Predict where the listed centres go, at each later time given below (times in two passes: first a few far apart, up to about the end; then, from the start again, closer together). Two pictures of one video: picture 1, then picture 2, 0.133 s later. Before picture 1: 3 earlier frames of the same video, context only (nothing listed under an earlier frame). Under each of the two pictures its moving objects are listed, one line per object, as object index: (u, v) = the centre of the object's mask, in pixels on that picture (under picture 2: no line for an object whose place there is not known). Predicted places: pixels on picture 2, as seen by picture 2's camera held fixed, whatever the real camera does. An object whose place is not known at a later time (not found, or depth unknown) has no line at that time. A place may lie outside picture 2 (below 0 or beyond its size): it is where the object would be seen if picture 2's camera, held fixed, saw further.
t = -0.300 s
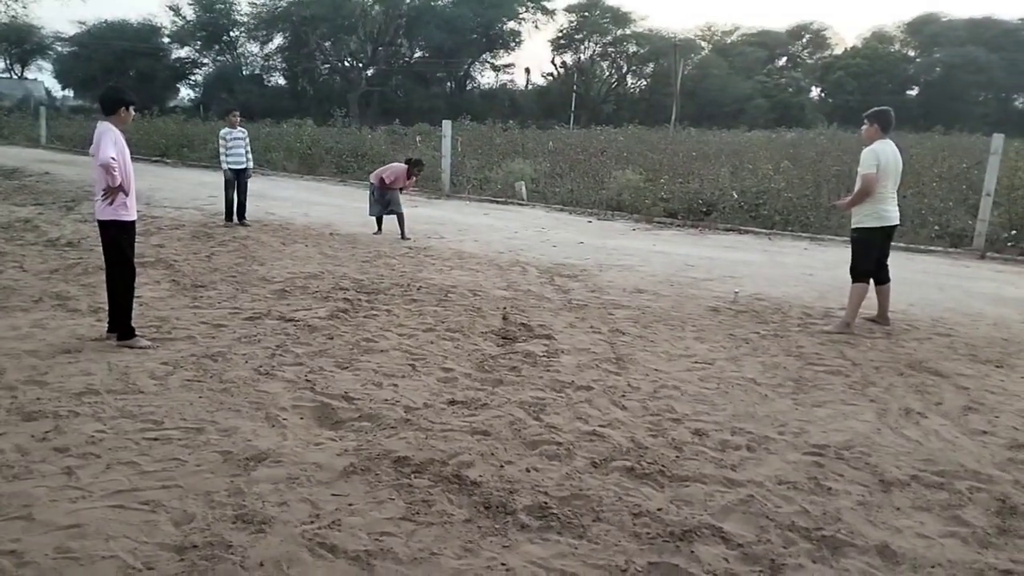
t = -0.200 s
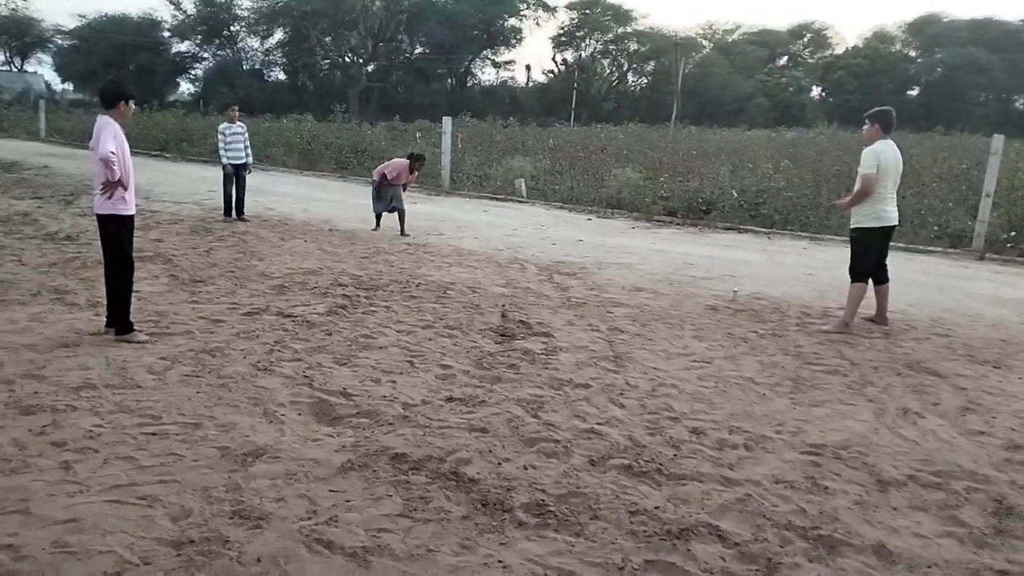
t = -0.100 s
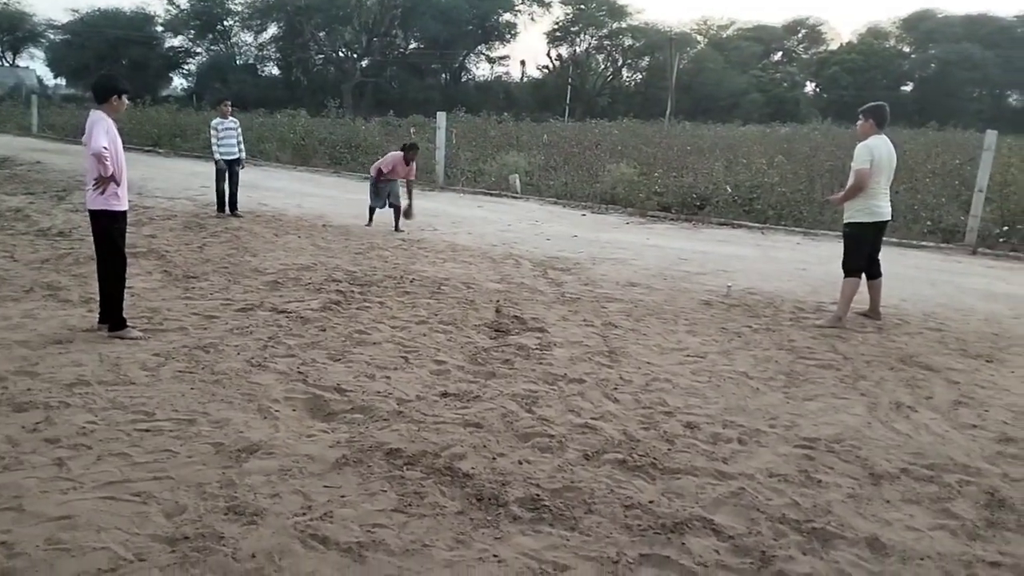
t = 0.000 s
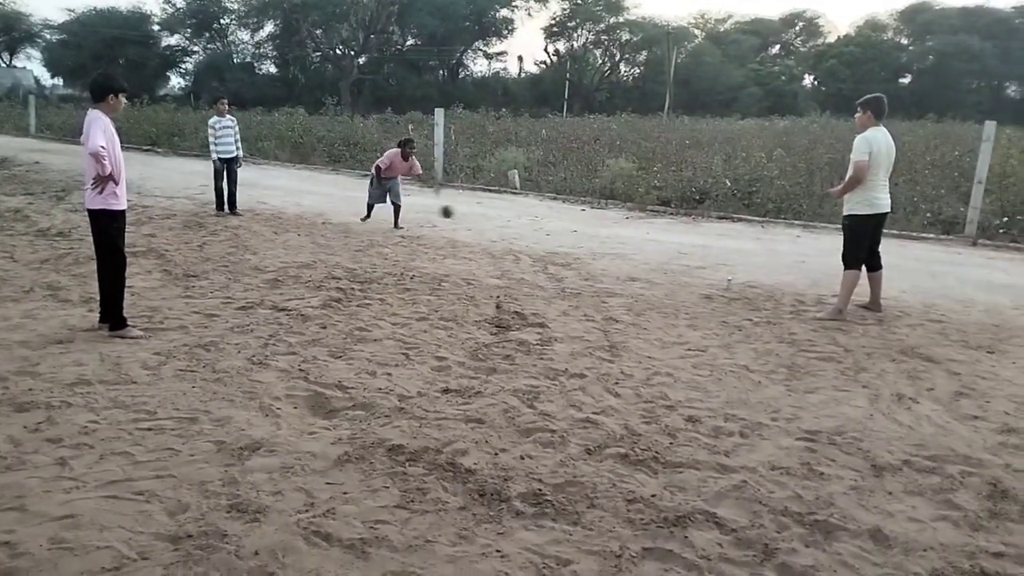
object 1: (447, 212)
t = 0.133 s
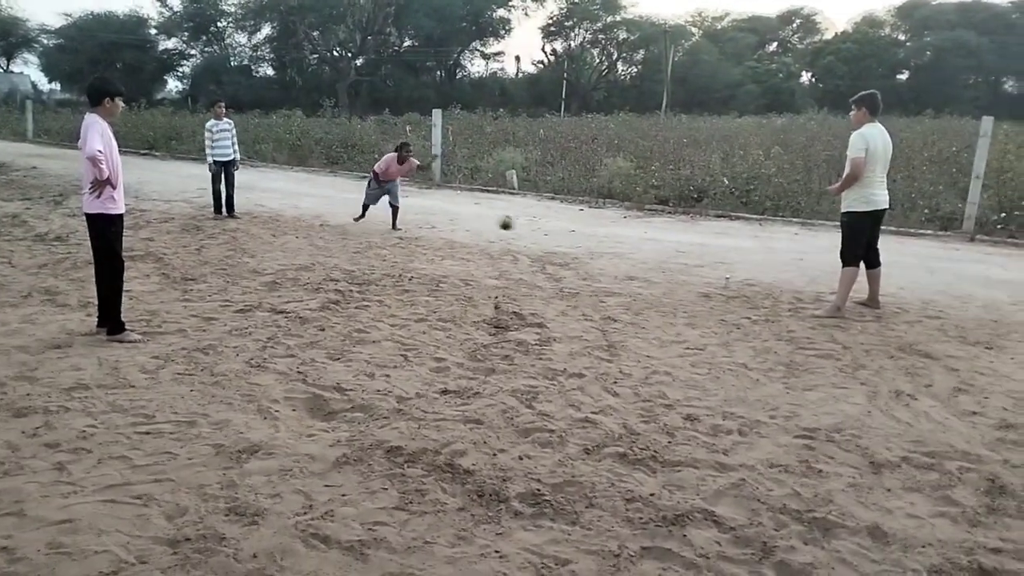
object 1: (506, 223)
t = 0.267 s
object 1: (573, 251)
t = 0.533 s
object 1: (663, 265)
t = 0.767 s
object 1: (745, 272)
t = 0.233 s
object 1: (556, 242)
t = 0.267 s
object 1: (573, 251)
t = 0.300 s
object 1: (584, 251)
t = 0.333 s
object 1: (595, 251)
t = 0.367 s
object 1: (606, 253)
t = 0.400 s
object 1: (617, 256)
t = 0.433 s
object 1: (629, 259)
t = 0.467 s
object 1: (641, 262)
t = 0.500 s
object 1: (653, 263)
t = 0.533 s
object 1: (663, 265)
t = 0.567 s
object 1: (675, 267)
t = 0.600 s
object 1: (688, 269)
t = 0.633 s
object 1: (699, 270)
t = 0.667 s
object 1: (712, 274)
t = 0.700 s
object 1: (723, 275)
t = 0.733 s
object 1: (735, 273)
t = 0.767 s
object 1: (745, 272)
